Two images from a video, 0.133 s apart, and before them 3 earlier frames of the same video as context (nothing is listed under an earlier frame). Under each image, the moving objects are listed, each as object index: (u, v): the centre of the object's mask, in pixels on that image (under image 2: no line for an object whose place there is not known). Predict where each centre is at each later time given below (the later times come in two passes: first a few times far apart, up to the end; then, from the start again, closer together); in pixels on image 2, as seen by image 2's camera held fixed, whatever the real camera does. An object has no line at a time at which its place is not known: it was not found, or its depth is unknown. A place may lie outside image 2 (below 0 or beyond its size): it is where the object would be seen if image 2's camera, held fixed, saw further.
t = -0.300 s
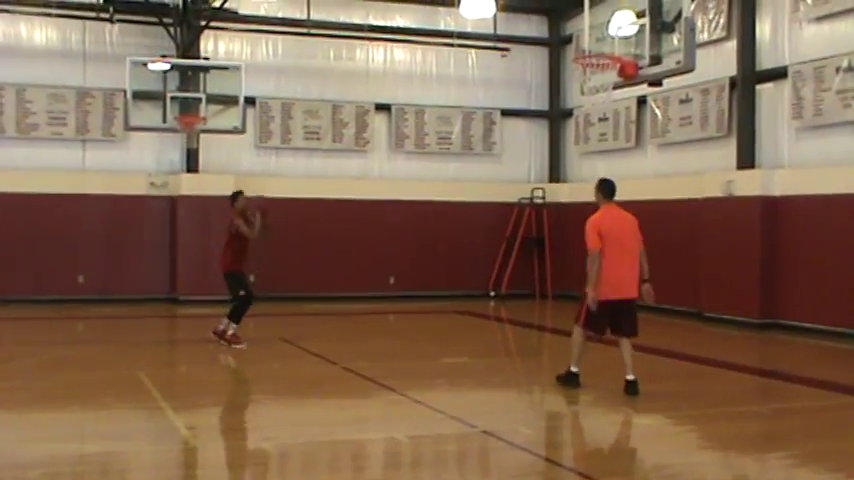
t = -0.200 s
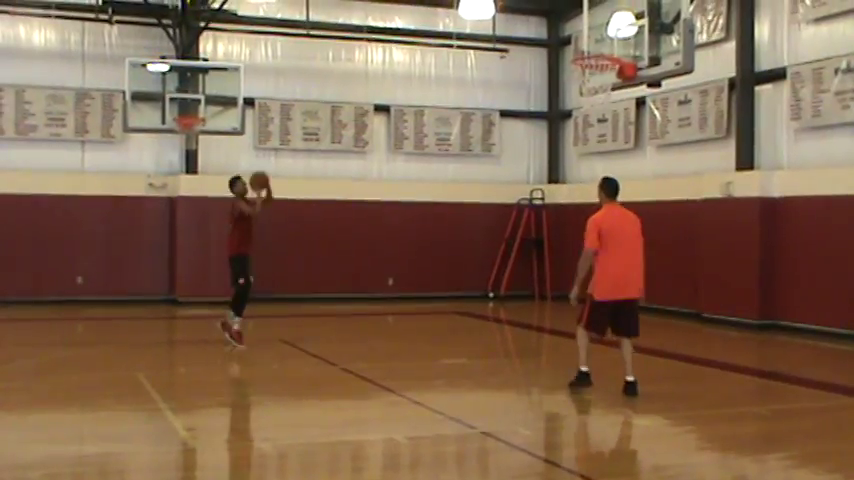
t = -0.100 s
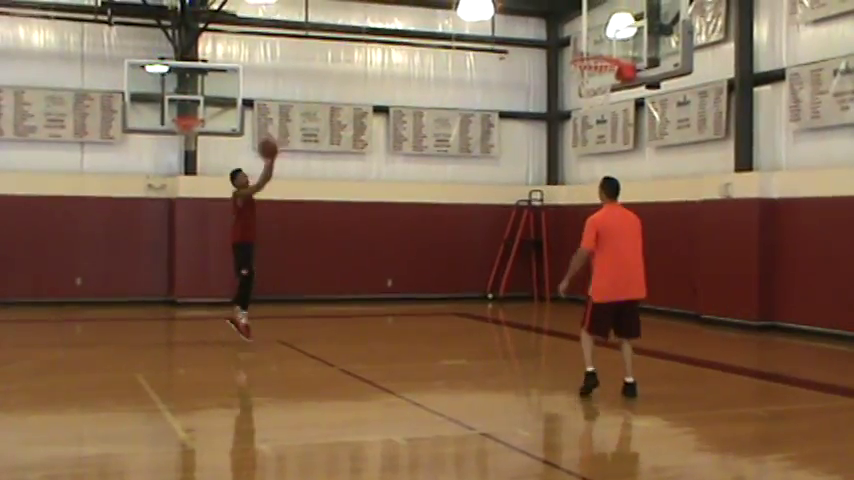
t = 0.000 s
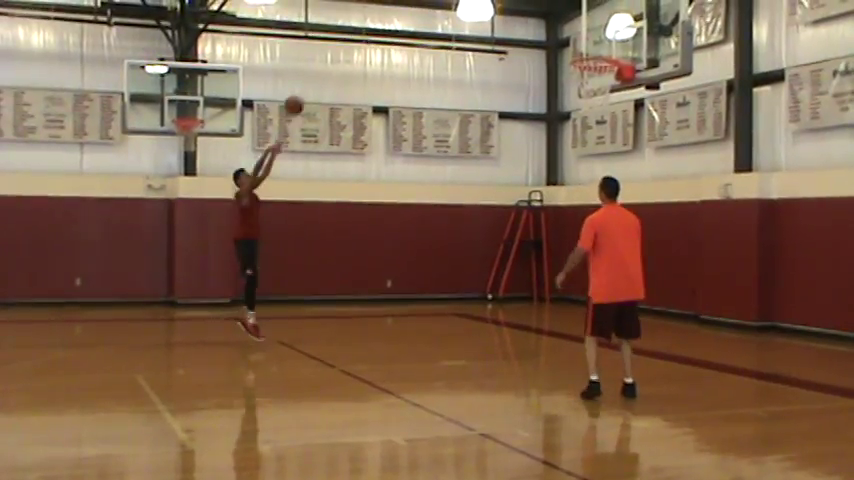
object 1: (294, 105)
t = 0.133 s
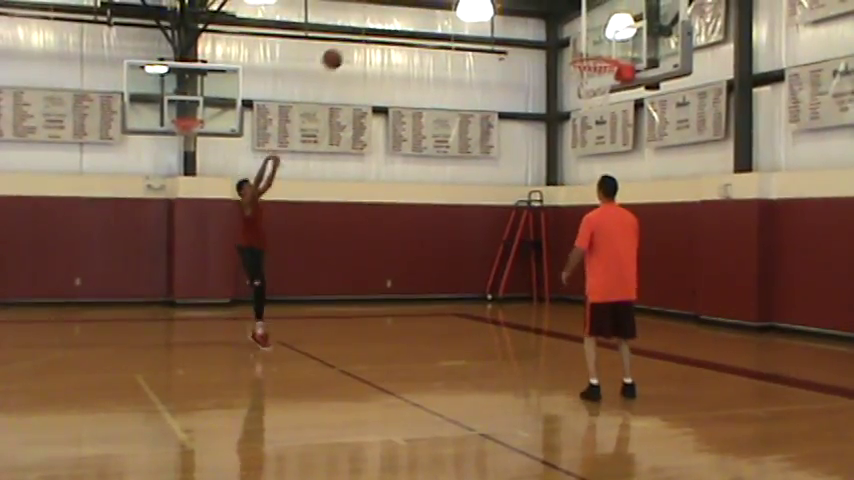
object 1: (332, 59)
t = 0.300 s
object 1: (383, 20)
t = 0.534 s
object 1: (457, 6)
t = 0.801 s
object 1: (554, 48)
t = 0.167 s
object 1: (343, 49)
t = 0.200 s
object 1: (352, 39)
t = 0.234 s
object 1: (362, 32)
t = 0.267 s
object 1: (372, 25)
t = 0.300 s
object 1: (383, 20)
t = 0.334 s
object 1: (394, 13)
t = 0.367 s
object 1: (404, 9)
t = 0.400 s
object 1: (415, 8)
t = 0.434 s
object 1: (425, 7)
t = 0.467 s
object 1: (437, 6)
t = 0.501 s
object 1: (447, 6)
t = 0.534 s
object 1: (457, 6)
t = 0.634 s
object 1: (496, 11)
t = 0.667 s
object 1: (505, 13)
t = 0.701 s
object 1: (517, 23)
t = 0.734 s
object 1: (529, 29)
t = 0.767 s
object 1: (543, 39)
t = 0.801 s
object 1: (554, 48)
